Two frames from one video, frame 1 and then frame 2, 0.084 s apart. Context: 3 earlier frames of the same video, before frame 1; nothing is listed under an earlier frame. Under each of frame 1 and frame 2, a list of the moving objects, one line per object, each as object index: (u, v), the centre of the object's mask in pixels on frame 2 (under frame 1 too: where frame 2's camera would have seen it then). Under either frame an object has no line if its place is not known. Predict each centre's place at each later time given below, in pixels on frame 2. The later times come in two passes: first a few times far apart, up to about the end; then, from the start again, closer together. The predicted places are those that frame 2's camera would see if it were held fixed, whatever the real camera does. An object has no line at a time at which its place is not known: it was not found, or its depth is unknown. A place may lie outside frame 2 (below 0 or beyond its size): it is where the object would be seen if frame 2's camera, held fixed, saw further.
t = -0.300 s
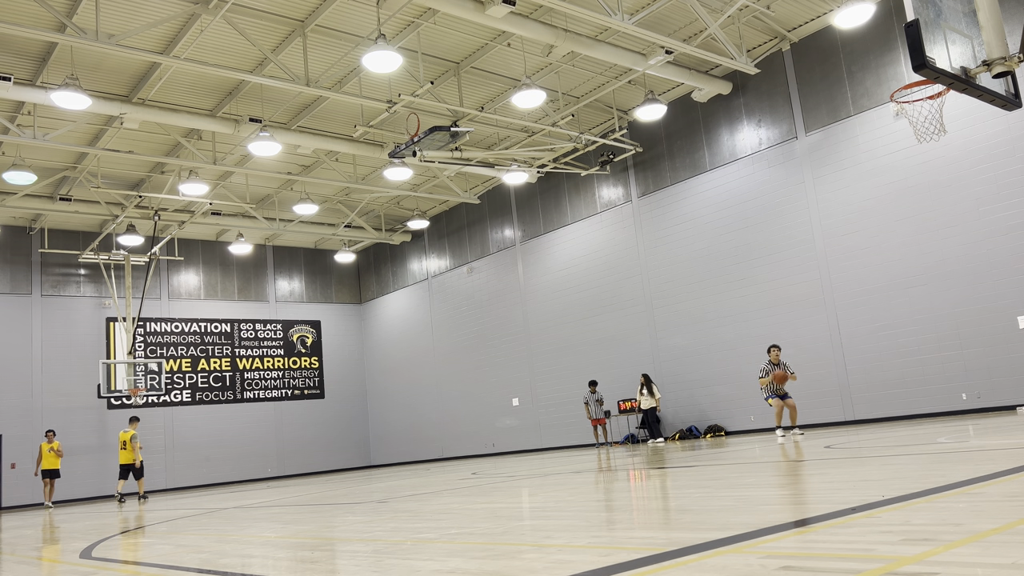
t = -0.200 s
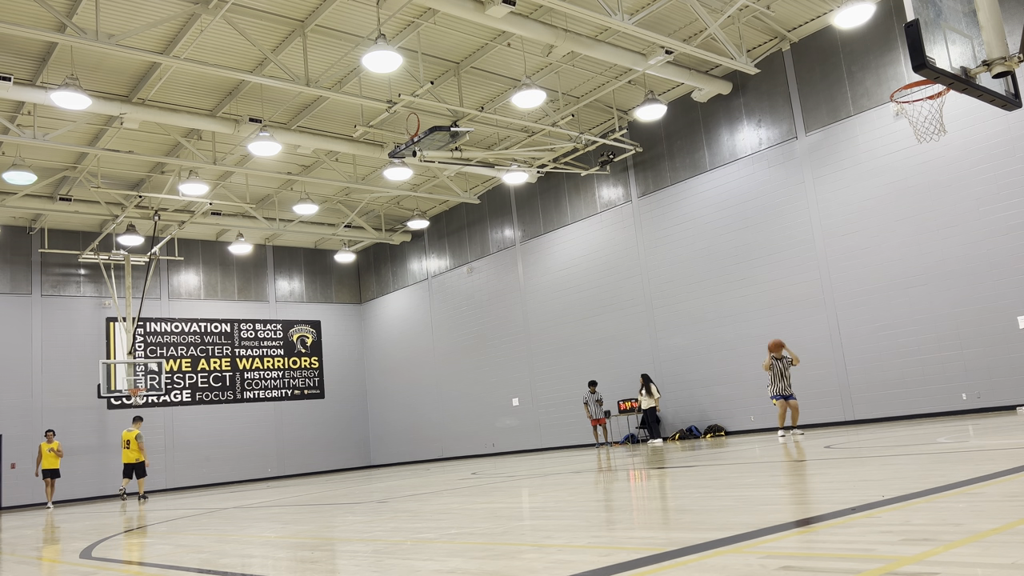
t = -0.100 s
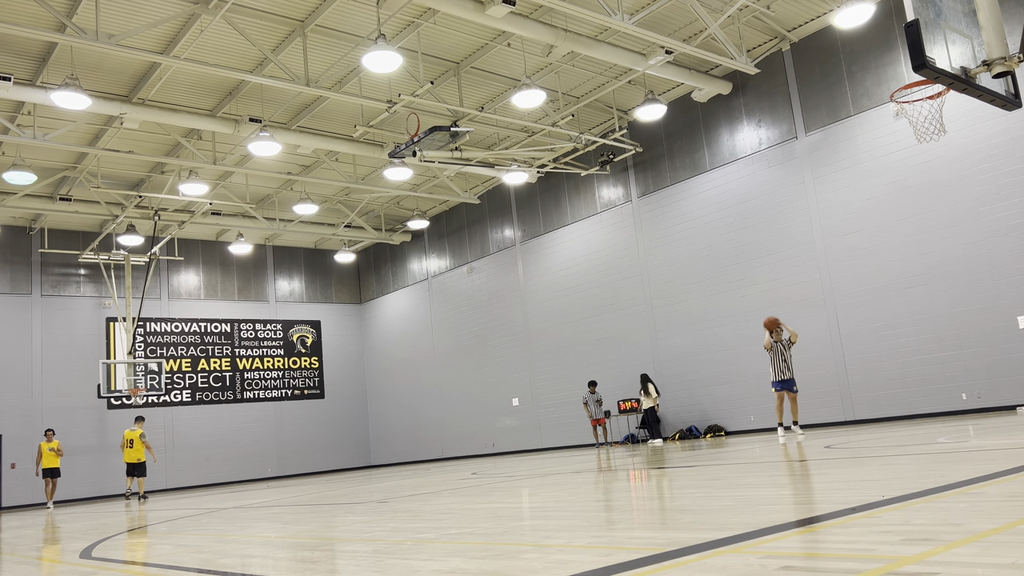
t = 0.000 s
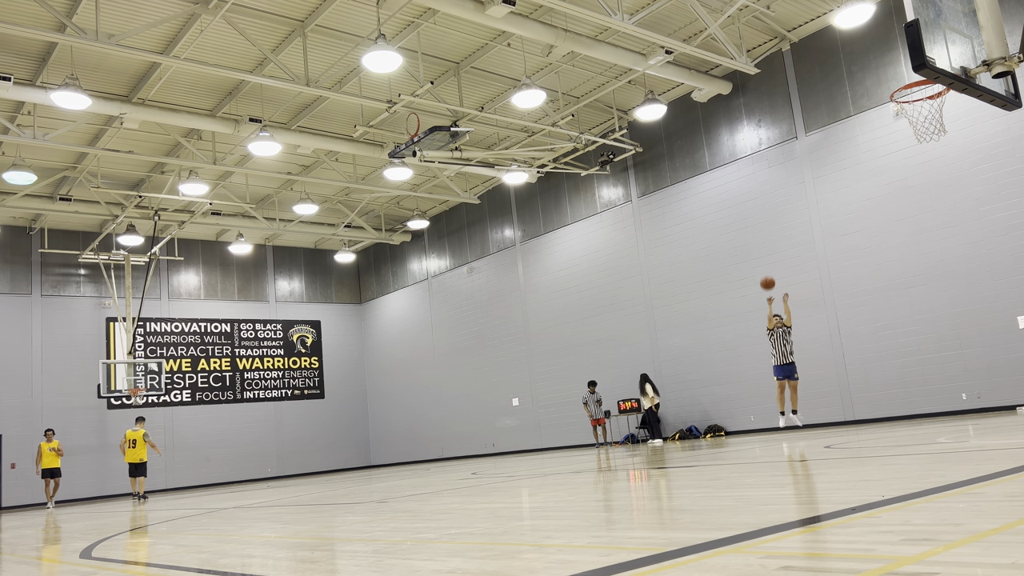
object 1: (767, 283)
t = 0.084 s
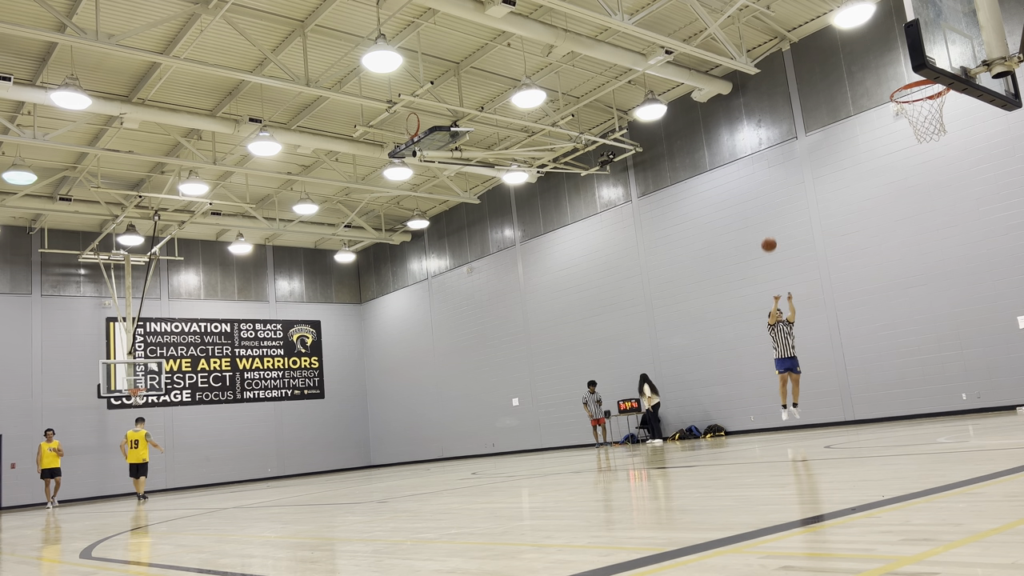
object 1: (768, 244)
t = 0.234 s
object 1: (773, 181)
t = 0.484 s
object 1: (784, 94)
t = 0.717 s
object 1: (802, 39)
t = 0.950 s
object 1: (829, 12)
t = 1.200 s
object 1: (880, 30)
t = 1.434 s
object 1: (901, 86)
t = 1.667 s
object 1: (867, 77)
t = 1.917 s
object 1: (846, 117)
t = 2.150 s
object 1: (837, 193)
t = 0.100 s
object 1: (769, 237)
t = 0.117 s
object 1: (769, 230)
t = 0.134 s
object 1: (770, 223)
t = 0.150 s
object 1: (770, 216)
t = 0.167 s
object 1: (771, 208)
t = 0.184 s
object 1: (771, 201)
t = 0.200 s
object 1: (772, 195)
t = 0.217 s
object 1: (772, 188)
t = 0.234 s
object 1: (773, 181)
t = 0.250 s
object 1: (773, 175)
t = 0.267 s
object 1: (774, 168)
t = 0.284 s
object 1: (774, 162)
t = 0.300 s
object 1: (775, 156)
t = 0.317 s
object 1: (776, 150)
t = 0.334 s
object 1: (776, 144)
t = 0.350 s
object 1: (777, 137)
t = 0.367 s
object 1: (778, 132)
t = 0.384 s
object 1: (779, 126)
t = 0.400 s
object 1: (779, 120)
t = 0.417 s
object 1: (780, 115)
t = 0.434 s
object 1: (781, 110)
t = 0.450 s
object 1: (782, 104)
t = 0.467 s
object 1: (783, 99)
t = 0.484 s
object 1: (784, 94)
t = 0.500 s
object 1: (785, 90)
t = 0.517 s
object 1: (786, 85)
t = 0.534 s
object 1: (787, 80)
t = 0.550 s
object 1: (788, 76)
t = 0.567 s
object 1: (789, 72)
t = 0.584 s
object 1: (790, 67)
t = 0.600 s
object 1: (791, 63)
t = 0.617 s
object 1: (793, 59)
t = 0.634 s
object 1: (794, 55)
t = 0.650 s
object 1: (796, 52)
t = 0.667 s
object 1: (797, 48)
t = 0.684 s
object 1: (799, 45)
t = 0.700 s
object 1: (800, 42)
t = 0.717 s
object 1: (802, 39)
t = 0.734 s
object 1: (803, 36)
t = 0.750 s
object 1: (805, 33)
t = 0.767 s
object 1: (807, 30)
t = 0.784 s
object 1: (808, 28)
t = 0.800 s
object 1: (810, 26)
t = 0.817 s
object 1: (812, 24)
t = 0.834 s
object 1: (814, 22)
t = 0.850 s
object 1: (816, 20)
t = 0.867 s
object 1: (818, 18)
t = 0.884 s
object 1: (820, 17)
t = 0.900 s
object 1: (822, 15)
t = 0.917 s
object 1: (824, 14)
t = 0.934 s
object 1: (827, 13)
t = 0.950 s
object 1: (829, 12)
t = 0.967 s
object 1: (831, 11)
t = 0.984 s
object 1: (834, 11)
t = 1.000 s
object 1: (837, 11)
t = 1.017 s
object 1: (840, 11)
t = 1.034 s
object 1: (842, 11)
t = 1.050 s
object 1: (846, 12)
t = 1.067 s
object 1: (849, 13)
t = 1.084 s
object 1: (853, 15)
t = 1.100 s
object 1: (857, 17)
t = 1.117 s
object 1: (861, 19)
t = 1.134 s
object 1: (865, 21)
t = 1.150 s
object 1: (868, 23)
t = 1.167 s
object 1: (872, 25)
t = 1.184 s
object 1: (876, 28)
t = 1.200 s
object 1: (880, 30)
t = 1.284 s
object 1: (898, 51)
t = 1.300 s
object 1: (902, 57)
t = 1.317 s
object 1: (905, 63)
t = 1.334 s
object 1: (910, 71)
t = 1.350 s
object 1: (914, 76)
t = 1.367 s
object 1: (926, 88)
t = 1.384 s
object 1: (916, 86)
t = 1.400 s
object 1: (910, 88)
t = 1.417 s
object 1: (904, 89)
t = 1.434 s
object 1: (901, 86)
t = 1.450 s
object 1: (897, 81)
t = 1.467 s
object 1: (894, 80)
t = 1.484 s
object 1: (892, 79)
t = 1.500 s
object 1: (890, 78)
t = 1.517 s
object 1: (887, 77)
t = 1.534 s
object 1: (885, 76)
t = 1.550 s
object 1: (882, 75)
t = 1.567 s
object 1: (880, 74)
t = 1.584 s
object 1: (878, 74)
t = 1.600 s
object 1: (875, 74)
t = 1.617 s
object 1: (873, 74)
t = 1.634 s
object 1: (871, 75)
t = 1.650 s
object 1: (869, 76)
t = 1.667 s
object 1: (867, 77)
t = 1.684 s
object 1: (865, 78)
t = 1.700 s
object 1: (863, 79)
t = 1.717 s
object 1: (862, 81)
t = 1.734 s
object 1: (860, 83)
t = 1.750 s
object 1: (858, 85)
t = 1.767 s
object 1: (857, 88)
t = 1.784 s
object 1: (855, 90)
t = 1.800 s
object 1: (854, 93)
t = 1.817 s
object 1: (853, 96)
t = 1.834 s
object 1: (851, 99)
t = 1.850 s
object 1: (850, 102)
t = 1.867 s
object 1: (849, 106)
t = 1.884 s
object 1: (848, 109)
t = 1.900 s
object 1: (847, 113)
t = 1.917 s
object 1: (846, 117)
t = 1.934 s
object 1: (845, 122)
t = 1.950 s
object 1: (844, 126)
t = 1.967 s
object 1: (843, 131)
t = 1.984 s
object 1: (842, 136)
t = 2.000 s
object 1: (842, 141)
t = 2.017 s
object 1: (841, 146)
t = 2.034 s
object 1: (840, 151)
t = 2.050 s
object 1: (840, 157)
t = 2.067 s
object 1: (839, 163)
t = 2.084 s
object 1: (839, 169)
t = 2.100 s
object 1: (838, 175)
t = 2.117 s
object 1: (838, 181)
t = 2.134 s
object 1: (837, 187)
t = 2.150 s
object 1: (837, 193)
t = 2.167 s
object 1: (837, 200)
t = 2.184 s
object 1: (837, 207)
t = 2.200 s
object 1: (837, 214)
